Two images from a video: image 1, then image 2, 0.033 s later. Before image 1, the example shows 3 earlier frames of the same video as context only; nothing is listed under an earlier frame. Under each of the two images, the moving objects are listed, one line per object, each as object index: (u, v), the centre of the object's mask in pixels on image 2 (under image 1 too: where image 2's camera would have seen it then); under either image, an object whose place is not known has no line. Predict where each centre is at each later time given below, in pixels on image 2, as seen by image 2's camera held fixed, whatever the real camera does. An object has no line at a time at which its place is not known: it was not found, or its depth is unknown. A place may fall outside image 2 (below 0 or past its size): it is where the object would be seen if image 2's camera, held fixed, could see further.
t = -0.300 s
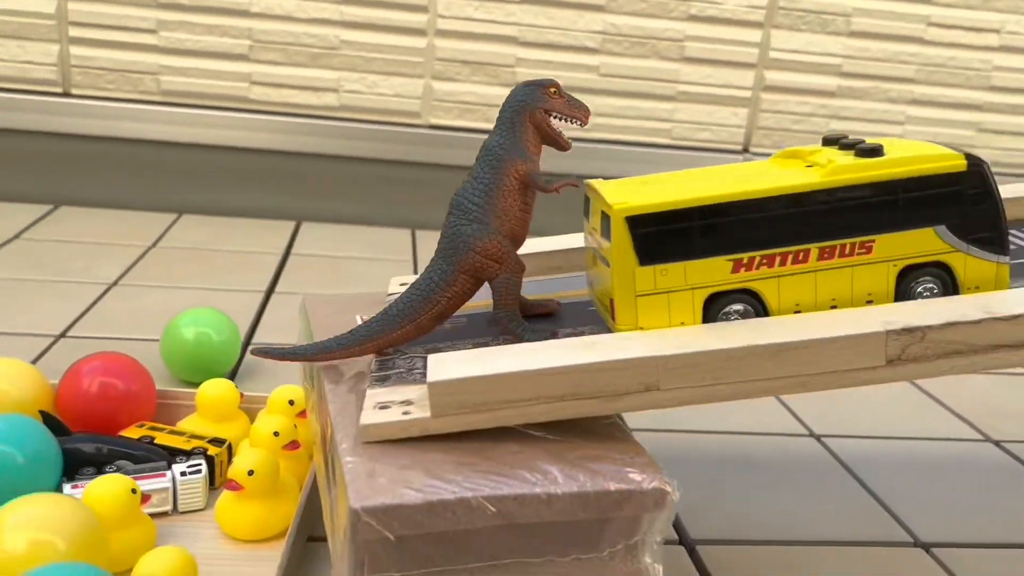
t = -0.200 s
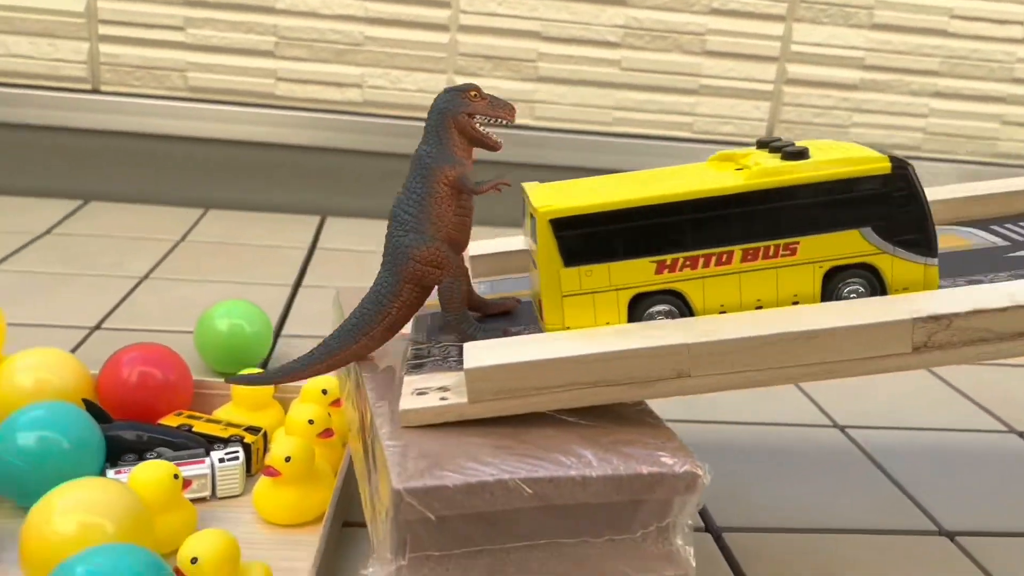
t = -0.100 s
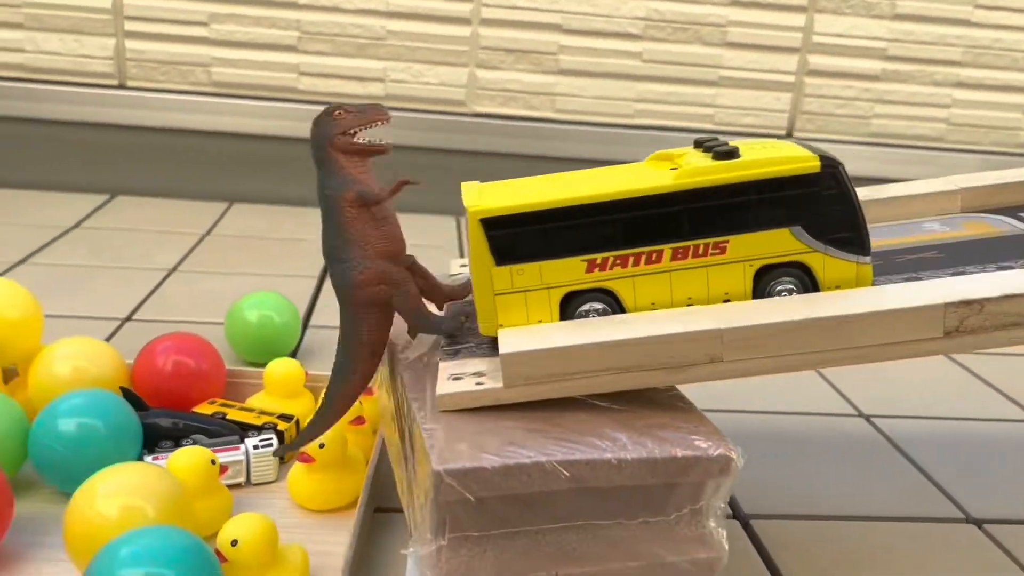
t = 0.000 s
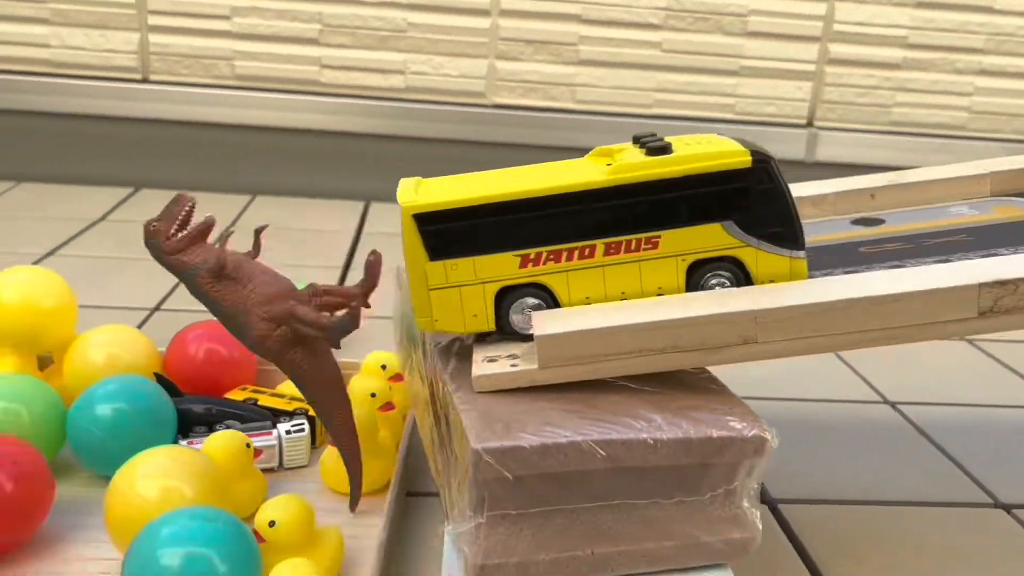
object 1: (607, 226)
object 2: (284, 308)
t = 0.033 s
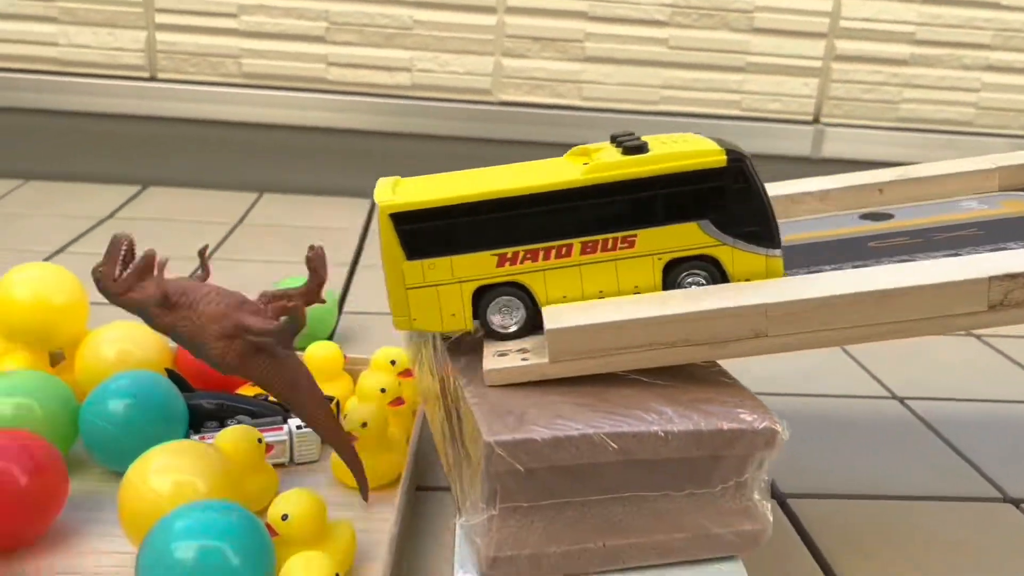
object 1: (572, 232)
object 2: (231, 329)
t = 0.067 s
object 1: (540, 236)
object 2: (184, 370)
